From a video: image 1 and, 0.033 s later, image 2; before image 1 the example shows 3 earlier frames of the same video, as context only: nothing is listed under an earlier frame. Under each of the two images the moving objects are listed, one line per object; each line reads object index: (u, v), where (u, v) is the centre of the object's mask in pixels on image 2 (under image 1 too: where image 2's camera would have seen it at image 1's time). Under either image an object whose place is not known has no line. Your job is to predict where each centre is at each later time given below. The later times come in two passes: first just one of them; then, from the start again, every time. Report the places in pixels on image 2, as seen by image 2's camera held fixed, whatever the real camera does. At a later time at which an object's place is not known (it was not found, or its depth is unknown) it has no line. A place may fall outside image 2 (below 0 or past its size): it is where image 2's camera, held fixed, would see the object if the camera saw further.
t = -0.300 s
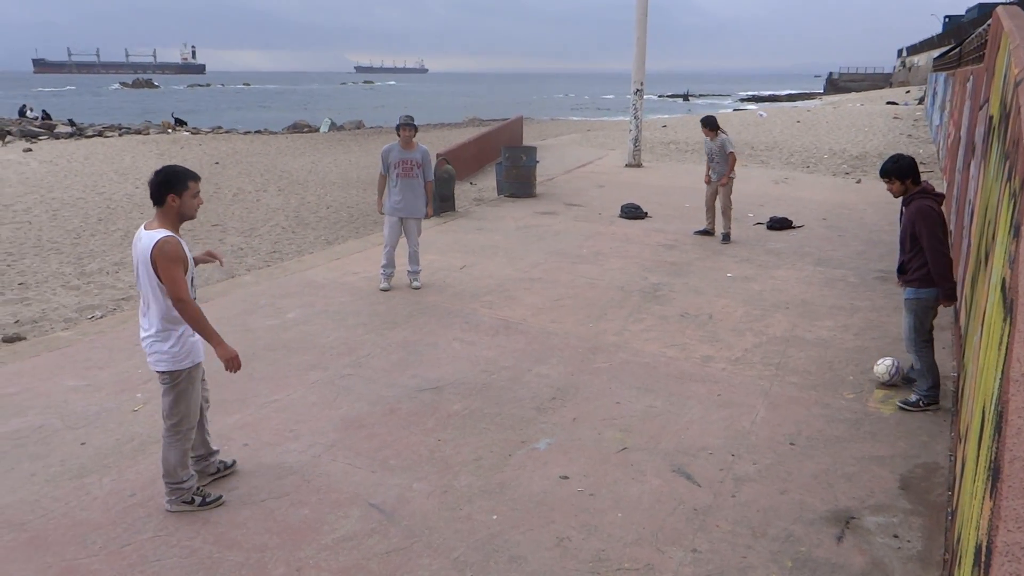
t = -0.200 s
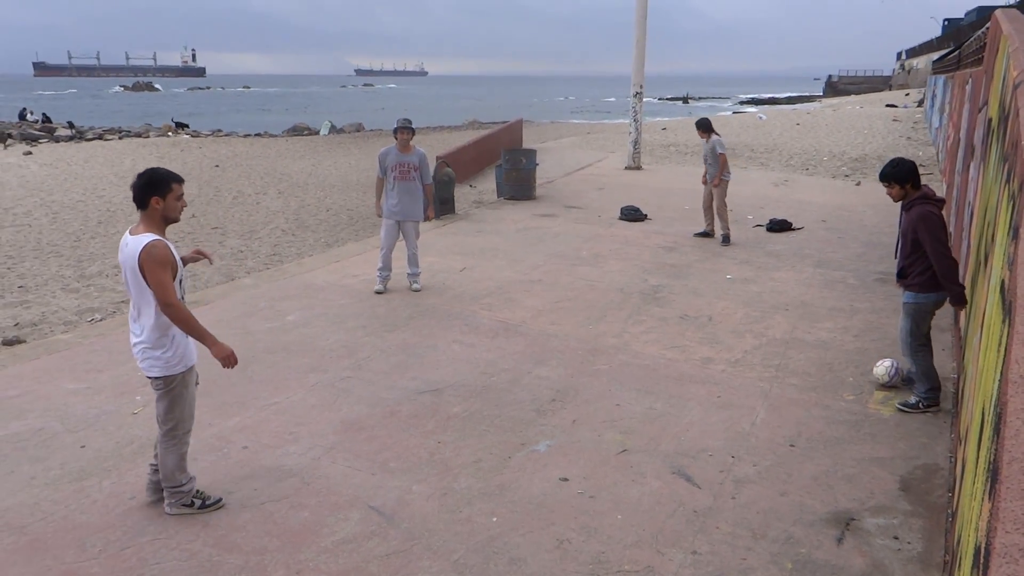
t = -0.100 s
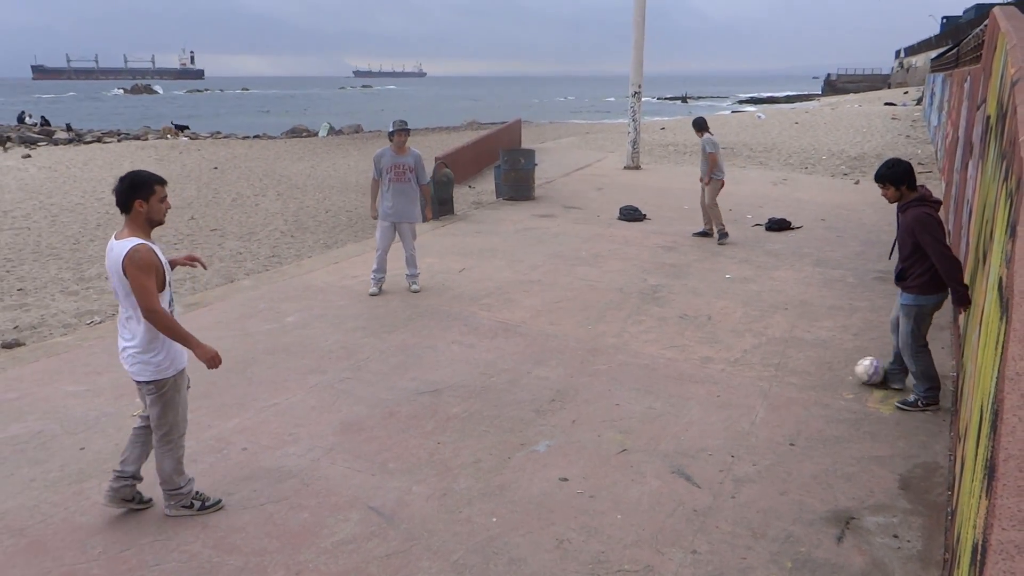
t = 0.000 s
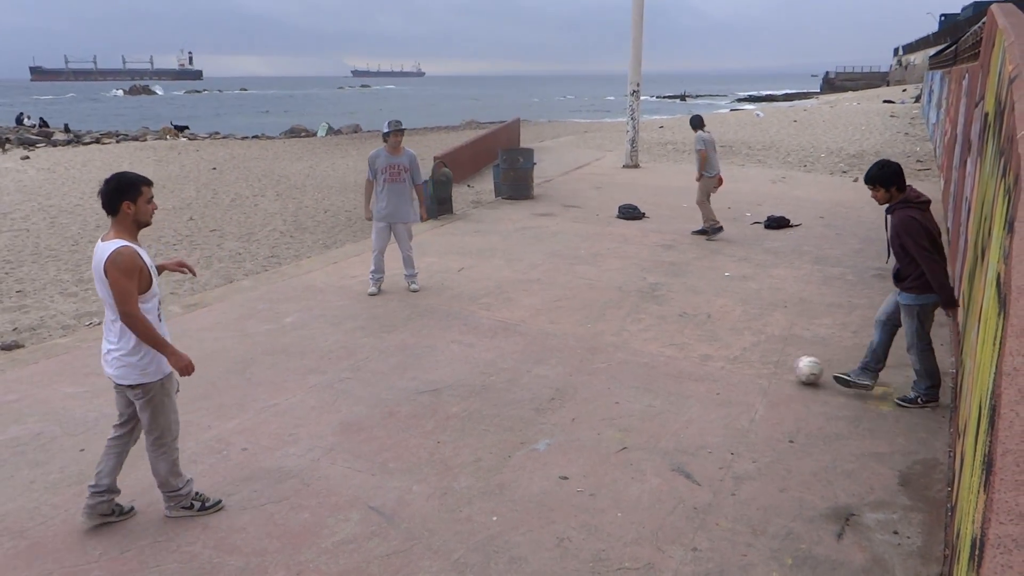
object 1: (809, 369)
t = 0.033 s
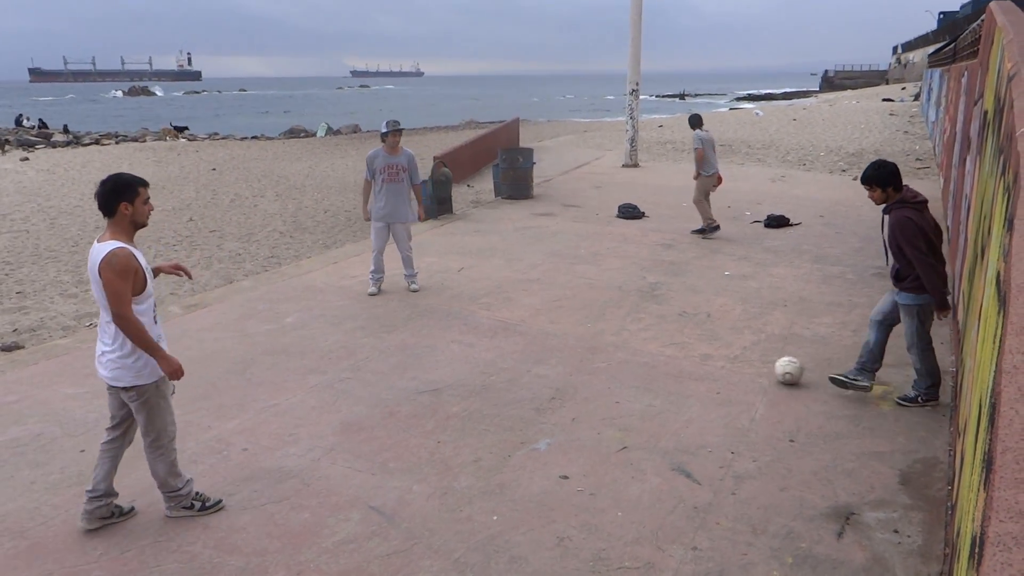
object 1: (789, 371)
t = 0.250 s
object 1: (673, 376)
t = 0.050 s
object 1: (779, 371)
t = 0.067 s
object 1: (769, 371)
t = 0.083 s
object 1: (759, 372)
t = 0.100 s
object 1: (750, 373)
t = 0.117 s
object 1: (741, 373)
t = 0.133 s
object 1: (732, 372)
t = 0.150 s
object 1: (723, 373)
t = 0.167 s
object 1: (714, 374)
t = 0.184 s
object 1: (705, 375)
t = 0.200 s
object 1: (697, 376)
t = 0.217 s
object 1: (689, 376)
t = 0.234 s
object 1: (681, 376)
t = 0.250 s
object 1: (673, 376)
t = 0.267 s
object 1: (665, 377)
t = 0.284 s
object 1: (658, 377)
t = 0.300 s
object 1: (649, 379)
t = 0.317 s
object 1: (642, 379)
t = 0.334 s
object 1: (634, 379)
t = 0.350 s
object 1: (627, 379)
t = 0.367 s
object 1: (621, 378)
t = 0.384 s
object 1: (614, 378)
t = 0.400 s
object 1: (607, 380)
